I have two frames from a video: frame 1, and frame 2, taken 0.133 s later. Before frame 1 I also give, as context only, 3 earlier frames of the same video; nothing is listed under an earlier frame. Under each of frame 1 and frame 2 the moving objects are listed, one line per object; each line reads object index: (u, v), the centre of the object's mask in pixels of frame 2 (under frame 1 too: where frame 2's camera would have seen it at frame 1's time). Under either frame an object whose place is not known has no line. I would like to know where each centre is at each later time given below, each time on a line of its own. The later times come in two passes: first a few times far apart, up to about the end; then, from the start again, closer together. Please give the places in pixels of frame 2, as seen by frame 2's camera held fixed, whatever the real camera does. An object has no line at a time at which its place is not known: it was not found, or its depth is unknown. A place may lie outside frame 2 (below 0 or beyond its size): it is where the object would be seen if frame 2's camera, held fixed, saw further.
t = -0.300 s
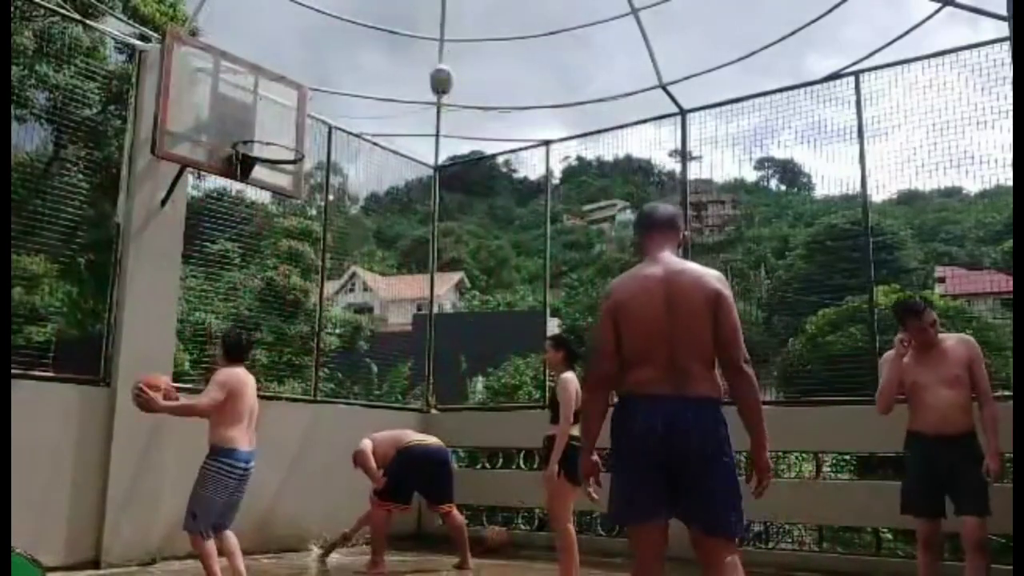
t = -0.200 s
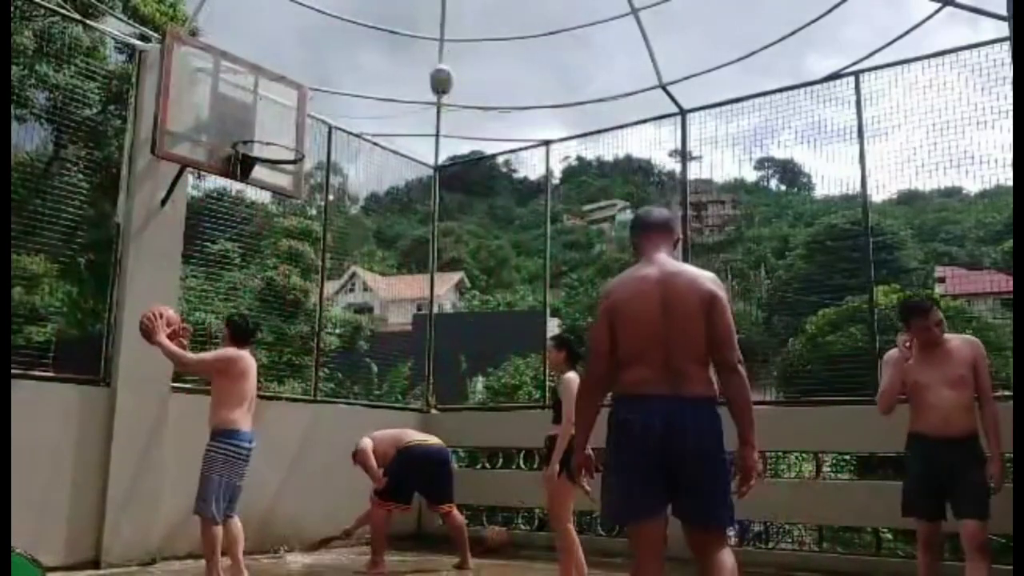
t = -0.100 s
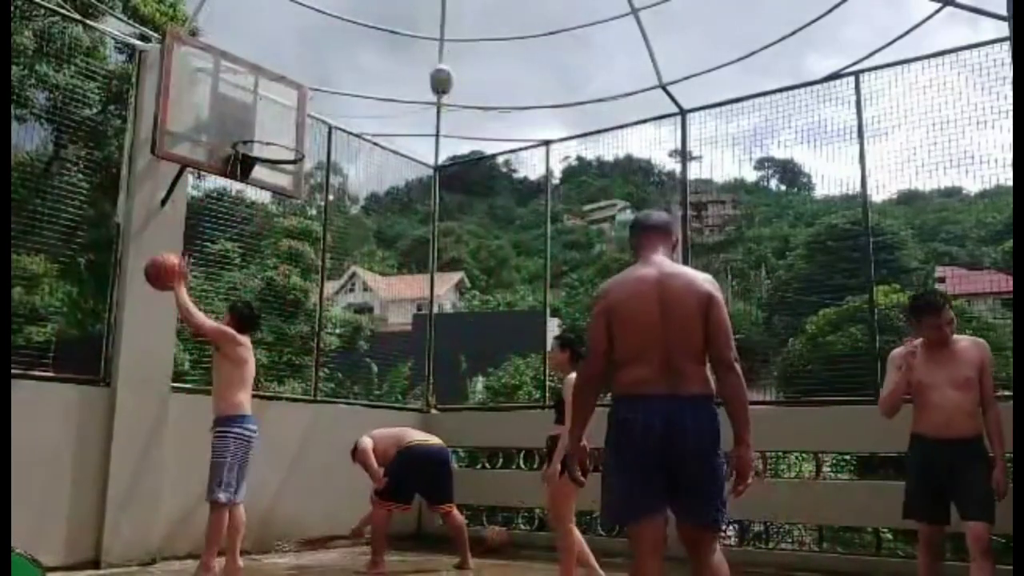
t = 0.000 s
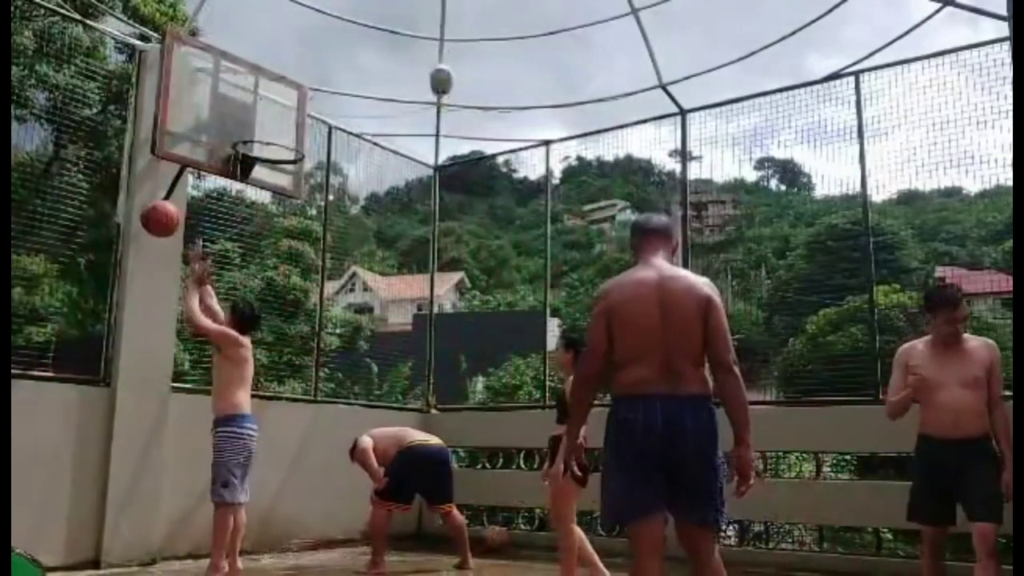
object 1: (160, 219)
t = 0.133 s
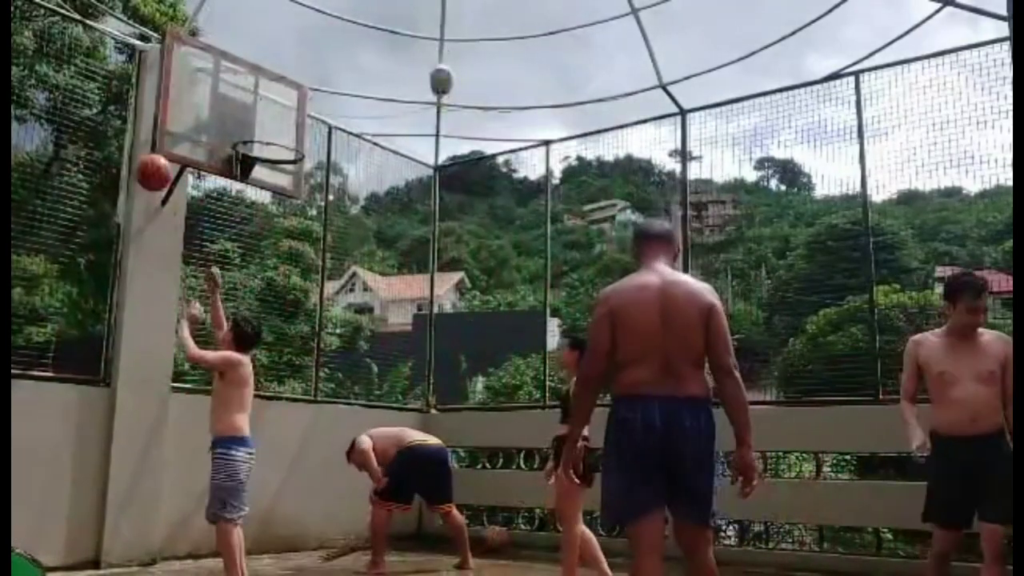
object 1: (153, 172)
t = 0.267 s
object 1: (132, 207)
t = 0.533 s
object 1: (75, 381)
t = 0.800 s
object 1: (33, 492)
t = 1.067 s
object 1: (41, 324)
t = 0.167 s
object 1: (151, 171)
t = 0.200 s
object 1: (145, 181)
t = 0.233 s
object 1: (138, 193)
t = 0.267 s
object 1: (132, 207)
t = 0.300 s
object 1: (127, 221)
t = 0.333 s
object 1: (120, 239)
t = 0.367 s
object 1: (112, 257)
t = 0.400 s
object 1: (105, 277)
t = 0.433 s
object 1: (98, 302)
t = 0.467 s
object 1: (91, 325)
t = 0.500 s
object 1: (83, 354)
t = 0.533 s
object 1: (75, 381)
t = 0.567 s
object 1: (66, 414)
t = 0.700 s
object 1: (39, 550)
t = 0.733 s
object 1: (35, 545)
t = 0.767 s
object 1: (32, 520)
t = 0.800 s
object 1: (33, 492)
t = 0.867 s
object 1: (36, 439)
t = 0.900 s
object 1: (36, 416)
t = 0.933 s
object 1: (38, 393)
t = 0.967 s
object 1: (39, 373)
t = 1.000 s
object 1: (42, 355)
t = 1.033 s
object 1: (42, 337)
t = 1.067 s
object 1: (41, 324)
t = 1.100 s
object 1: (42, 309)
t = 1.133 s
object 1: (41, 299)
